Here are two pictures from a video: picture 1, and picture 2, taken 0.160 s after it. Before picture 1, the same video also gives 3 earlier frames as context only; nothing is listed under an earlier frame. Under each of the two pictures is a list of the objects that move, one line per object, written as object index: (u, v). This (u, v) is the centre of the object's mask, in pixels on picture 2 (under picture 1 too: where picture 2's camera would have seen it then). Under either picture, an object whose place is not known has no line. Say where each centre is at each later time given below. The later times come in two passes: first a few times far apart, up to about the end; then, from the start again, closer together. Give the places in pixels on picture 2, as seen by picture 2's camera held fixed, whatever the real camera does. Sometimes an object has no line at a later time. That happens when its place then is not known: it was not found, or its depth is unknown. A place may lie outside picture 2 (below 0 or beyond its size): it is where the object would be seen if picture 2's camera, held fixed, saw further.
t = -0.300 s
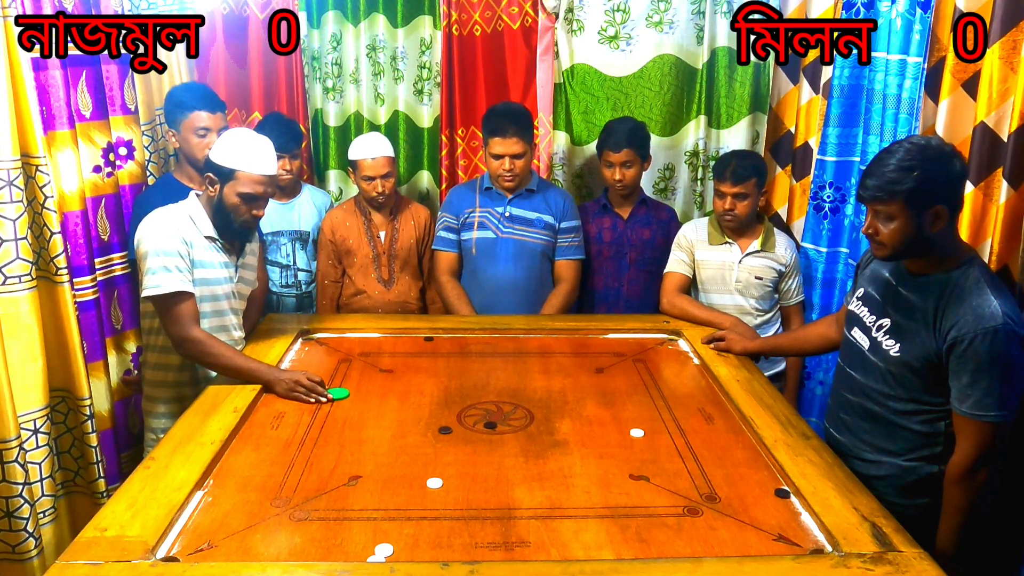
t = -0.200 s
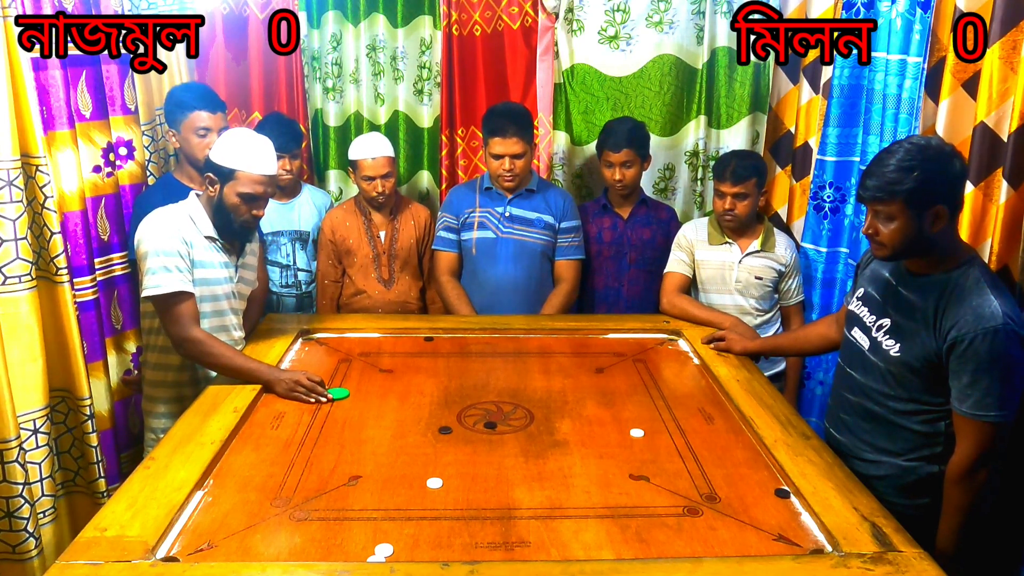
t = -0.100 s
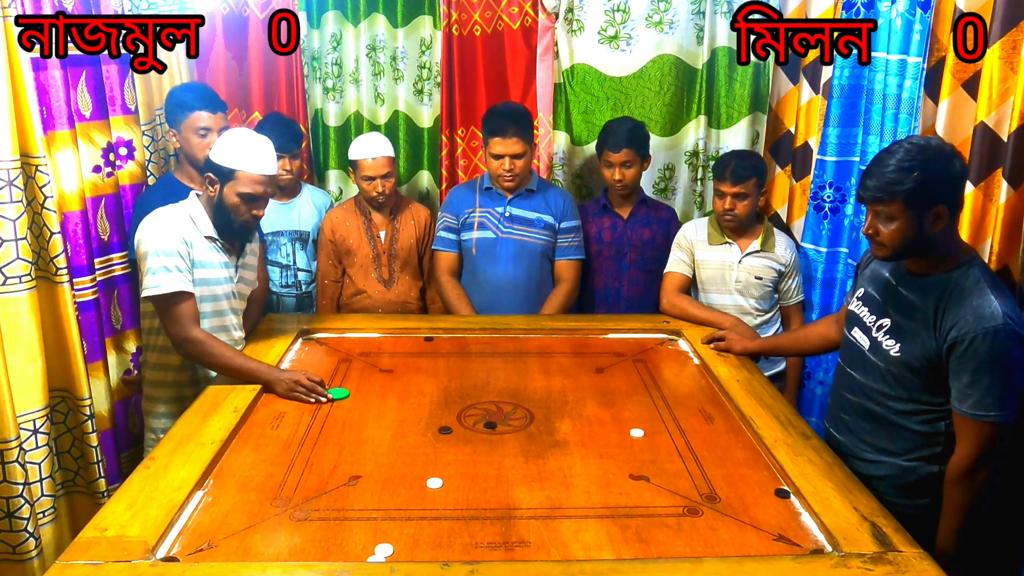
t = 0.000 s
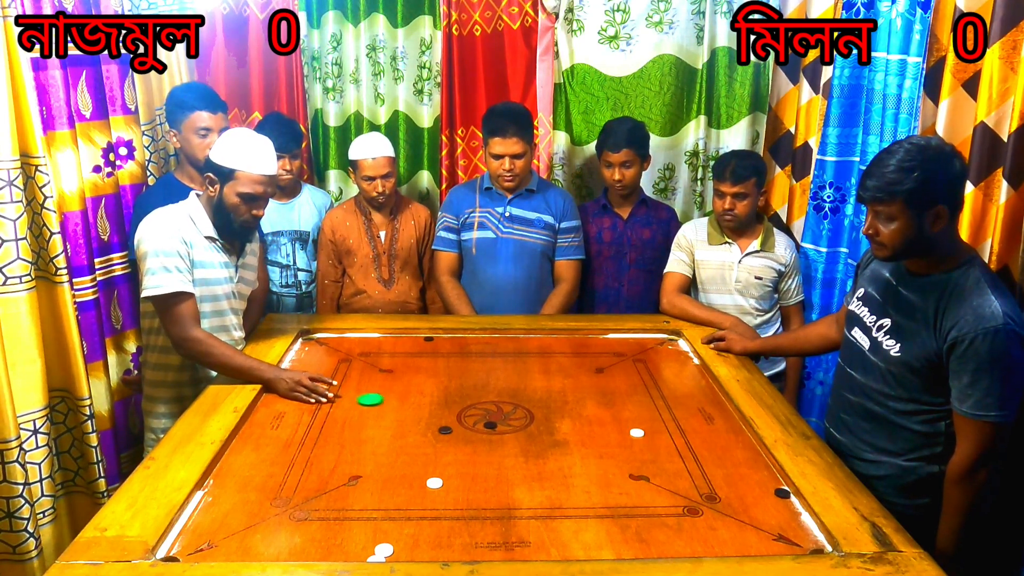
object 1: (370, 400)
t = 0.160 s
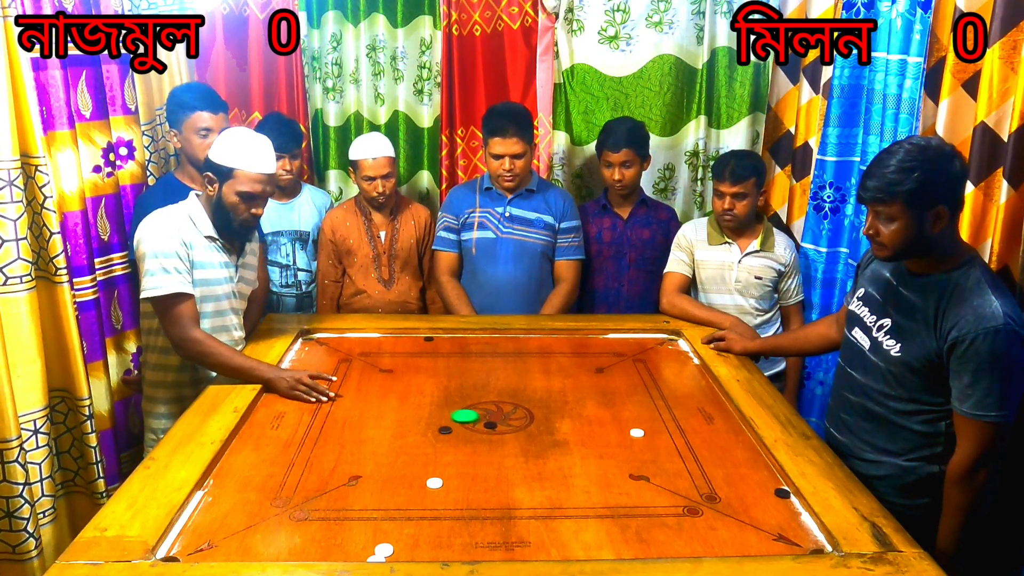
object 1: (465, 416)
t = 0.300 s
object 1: (531, 425)
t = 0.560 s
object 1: (639, 442)
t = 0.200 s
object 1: (486, 420)
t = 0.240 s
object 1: (505, 422)
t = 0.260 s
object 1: (513, 423)
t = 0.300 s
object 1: (531, 425)
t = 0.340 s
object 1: (548, 428)
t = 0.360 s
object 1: (557, 429)
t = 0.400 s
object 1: (574, 432)
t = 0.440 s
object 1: (590, 434)
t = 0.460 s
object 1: (599, 435)
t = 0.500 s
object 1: (616, 438)
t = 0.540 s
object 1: (632, 440)
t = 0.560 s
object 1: (639, 442)
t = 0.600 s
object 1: (654, 445)
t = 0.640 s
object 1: (669, 448)
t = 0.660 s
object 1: (675, 449)
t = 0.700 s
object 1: (689, 452)
